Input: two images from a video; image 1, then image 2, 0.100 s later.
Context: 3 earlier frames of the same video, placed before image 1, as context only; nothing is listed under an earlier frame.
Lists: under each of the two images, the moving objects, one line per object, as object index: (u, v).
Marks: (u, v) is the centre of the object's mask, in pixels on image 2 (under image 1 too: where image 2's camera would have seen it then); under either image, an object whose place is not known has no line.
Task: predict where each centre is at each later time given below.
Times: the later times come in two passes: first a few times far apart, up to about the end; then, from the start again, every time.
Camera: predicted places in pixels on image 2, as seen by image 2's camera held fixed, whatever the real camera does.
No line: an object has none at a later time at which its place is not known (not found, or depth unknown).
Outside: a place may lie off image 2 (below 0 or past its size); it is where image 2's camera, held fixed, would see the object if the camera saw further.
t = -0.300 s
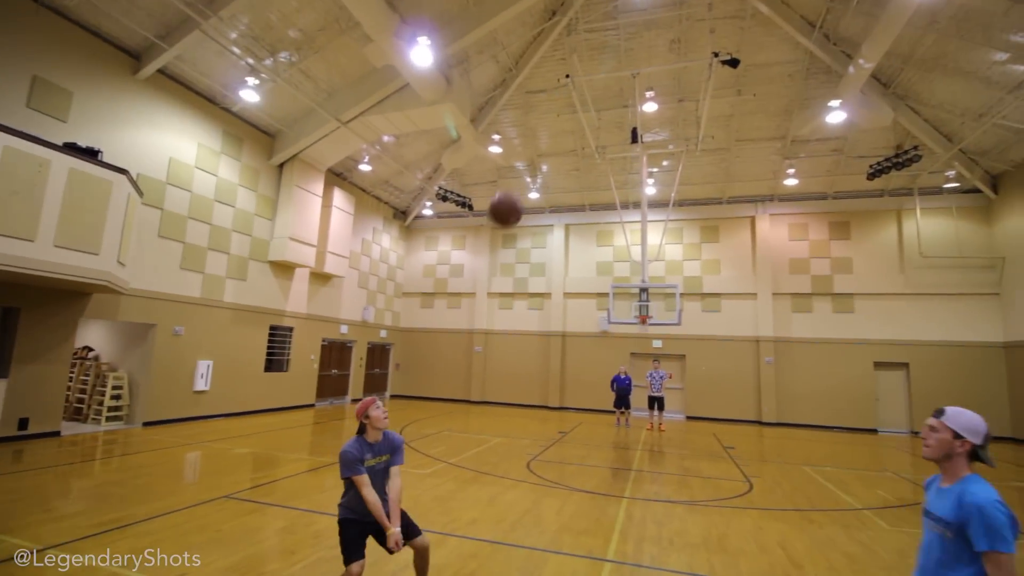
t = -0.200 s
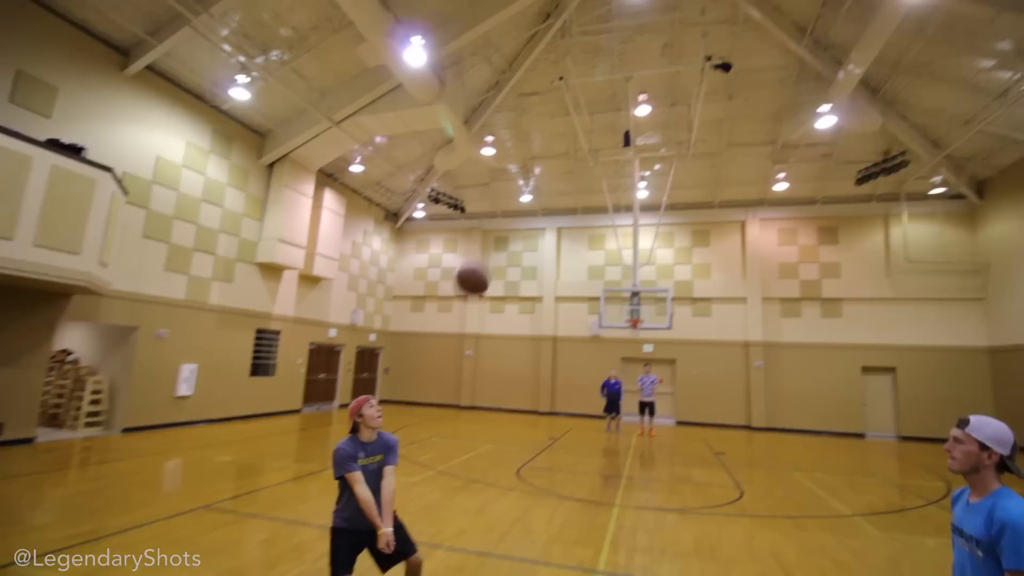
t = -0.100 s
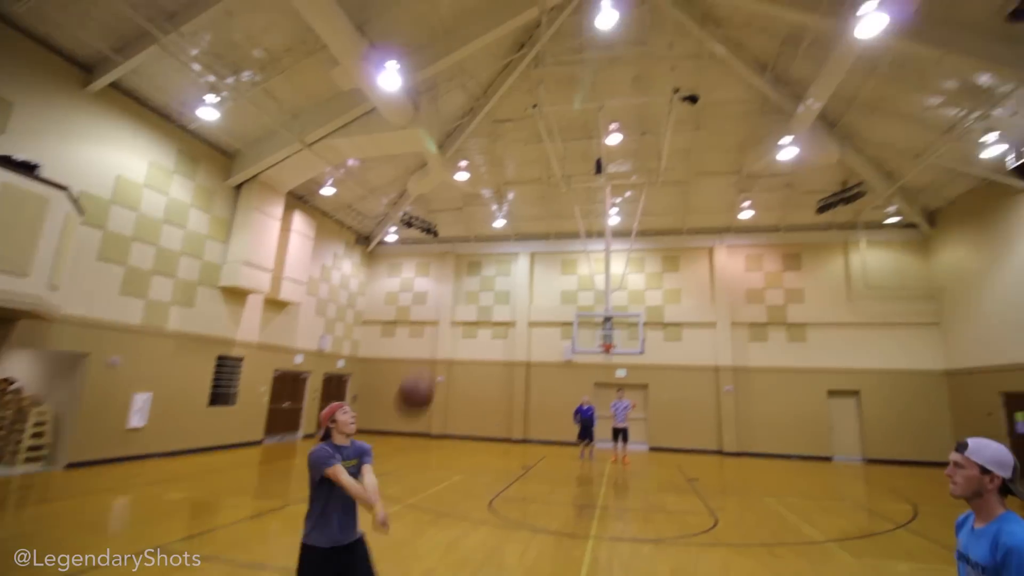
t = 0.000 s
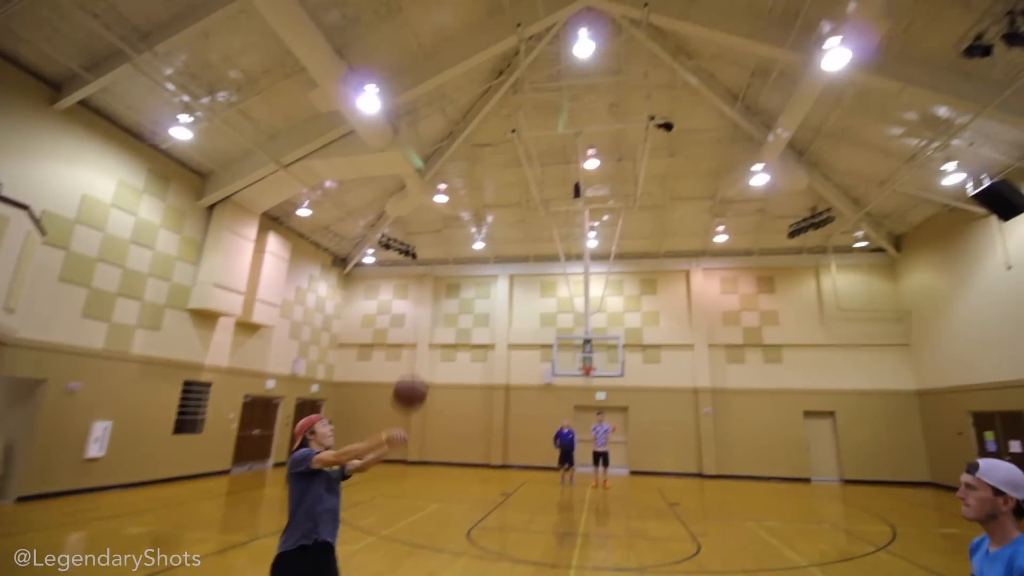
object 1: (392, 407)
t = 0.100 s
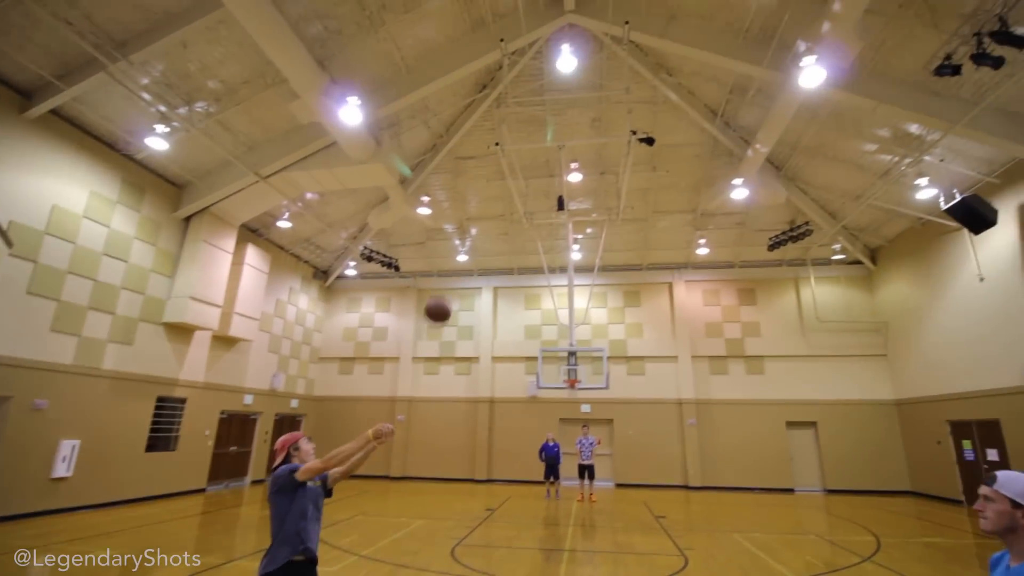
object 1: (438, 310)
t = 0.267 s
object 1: (481, 235)
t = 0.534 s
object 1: (517, 201)
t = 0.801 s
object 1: (537, 216)
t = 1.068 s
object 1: (552, 254)
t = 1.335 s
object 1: (562, 310)
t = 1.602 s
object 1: (569, 369)
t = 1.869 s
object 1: (575, 358)
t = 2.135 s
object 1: (583, 359)
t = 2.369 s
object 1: (593, 385)
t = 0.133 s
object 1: (449, 290)
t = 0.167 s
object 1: (458, 272)
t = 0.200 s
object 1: (467, 258)
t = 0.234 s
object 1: (475, 246)
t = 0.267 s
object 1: (481, 235)
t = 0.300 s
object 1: (487, 226)
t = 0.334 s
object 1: (492, 219)
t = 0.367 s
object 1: (498, 214)
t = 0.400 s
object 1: (502, 209)
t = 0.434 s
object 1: (507, 207)
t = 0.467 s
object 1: (511, 204)
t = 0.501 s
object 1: (514, 202)
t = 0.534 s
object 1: (517, 201)
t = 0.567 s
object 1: (521, 201)
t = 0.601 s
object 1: (524, 203)
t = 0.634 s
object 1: (526, 205)
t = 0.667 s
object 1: (529, 204)
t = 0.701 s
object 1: (531, 206)
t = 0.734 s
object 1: (533, 209)
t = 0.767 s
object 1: (535, 212)
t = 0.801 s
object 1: (537, 216)
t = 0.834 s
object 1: (540, 220)
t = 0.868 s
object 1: (541, 224)
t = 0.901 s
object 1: (543, 228)
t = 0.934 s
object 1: (545, 233)
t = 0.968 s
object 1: (547, 238)
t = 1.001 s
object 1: (549, 243)
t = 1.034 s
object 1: (550, 249)
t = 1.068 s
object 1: (552, 254)
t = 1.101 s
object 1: (553, 261)
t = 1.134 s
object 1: (555, 267)
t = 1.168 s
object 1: (556, 274)
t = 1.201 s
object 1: (557, 281)
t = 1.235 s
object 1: (558, 288)
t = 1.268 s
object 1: (560, 295)
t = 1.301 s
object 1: (561, 303)
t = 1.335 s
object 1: (562, 310)
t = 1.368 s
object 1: (563, 319)
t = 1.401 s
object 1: (564, 327)
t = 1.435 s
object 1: (565, 336)
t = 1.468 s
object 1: (566, 345)
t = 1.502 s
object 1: (567, 354)
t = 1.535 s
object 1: (568, 361)
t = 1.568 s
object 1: (568, 365)
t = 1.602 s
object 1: (569, 369)
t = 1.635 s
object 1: (569, 373)
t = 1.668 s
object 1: (569, 373)
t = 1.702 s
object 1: (570, 370)
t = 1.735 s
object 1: (572, 367)
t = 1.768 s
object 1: (572, 364)
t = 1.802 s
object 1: (573, 361)
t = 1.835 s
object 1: (574, 359)
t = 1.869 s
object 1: (575, 358)
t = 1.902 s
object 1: (576, 356)
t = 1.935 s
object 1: (578, 355)
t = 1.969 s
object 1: (579, 355)
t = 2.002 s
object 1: (579, 355)
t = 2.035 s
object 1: (580, 355)
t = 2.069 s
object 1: (582, 356)
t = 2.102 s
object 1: (583, 357)
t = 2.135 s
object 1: (583, 359)
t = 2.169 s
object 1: (585, 362)
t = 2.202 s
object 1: (586, 363)
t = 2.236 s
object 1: (588, 366)
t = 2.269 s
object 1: (589, 371)
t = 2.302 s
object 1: (590, 375)
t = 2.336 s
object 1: (591, 379)
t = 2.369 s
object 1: (593, 385)
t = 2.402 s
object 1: (594, 392)
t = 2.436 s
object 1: (595, 397)
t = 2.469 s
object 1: (596, 404)
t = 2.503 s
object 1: (598, 412)
